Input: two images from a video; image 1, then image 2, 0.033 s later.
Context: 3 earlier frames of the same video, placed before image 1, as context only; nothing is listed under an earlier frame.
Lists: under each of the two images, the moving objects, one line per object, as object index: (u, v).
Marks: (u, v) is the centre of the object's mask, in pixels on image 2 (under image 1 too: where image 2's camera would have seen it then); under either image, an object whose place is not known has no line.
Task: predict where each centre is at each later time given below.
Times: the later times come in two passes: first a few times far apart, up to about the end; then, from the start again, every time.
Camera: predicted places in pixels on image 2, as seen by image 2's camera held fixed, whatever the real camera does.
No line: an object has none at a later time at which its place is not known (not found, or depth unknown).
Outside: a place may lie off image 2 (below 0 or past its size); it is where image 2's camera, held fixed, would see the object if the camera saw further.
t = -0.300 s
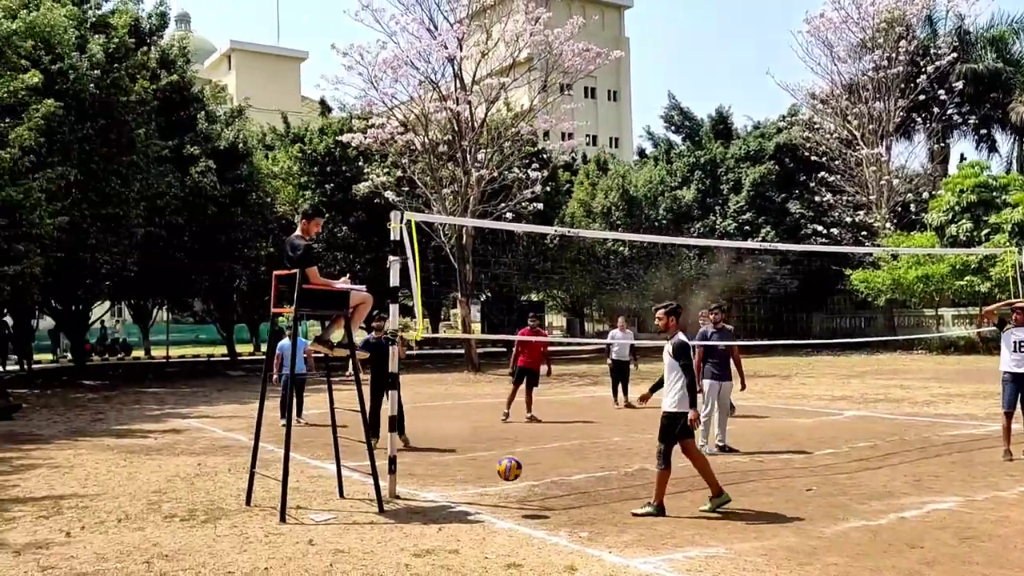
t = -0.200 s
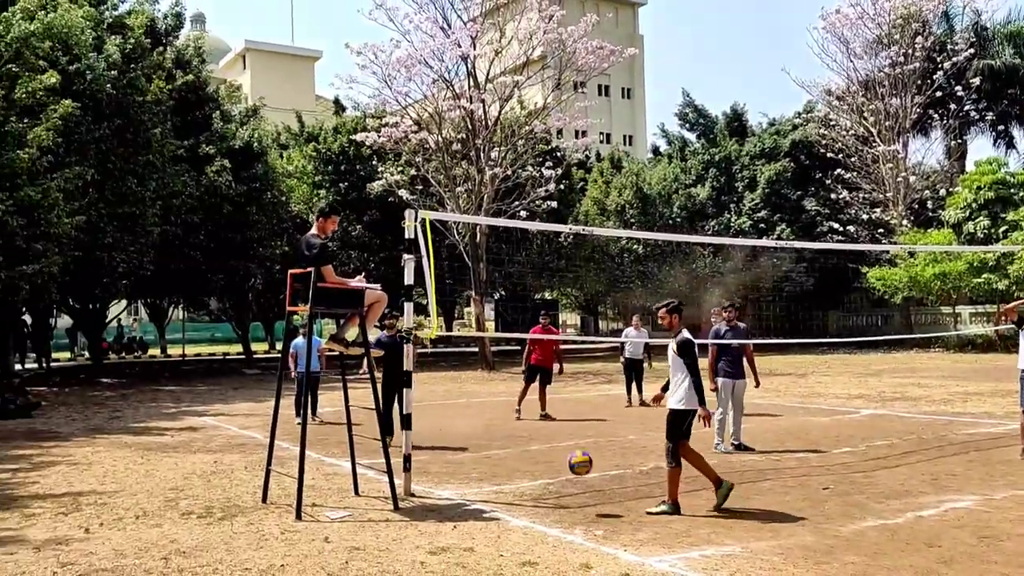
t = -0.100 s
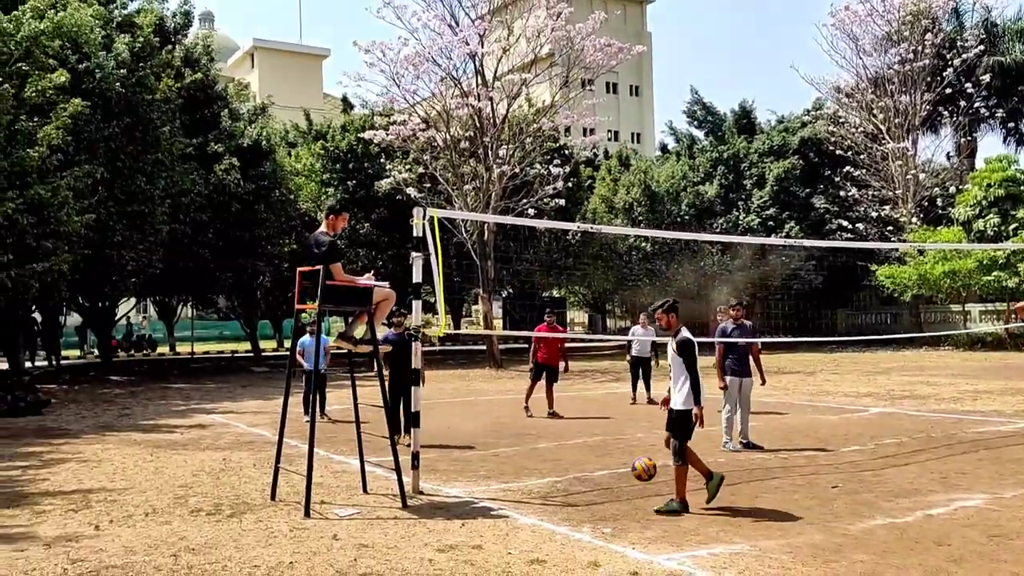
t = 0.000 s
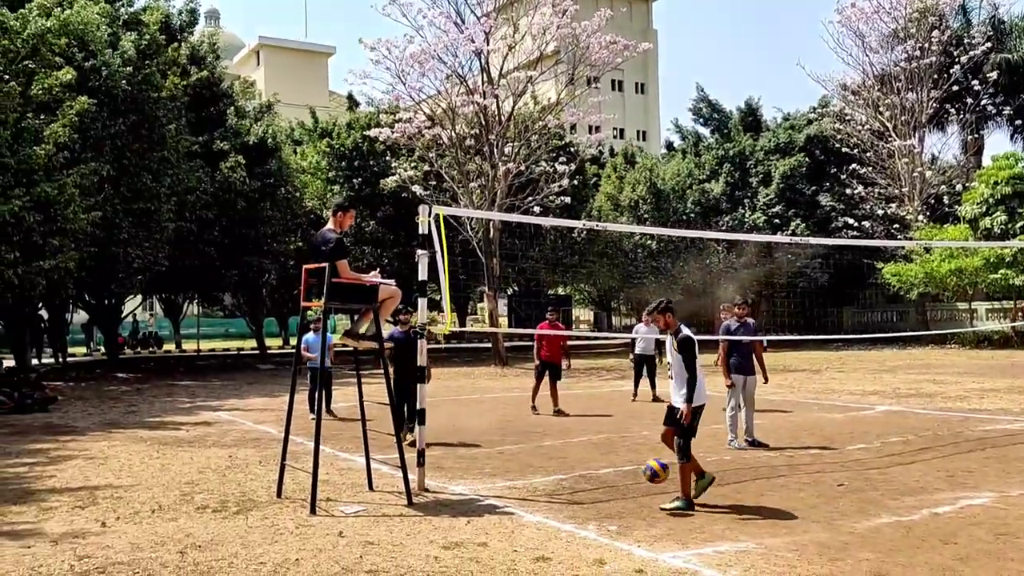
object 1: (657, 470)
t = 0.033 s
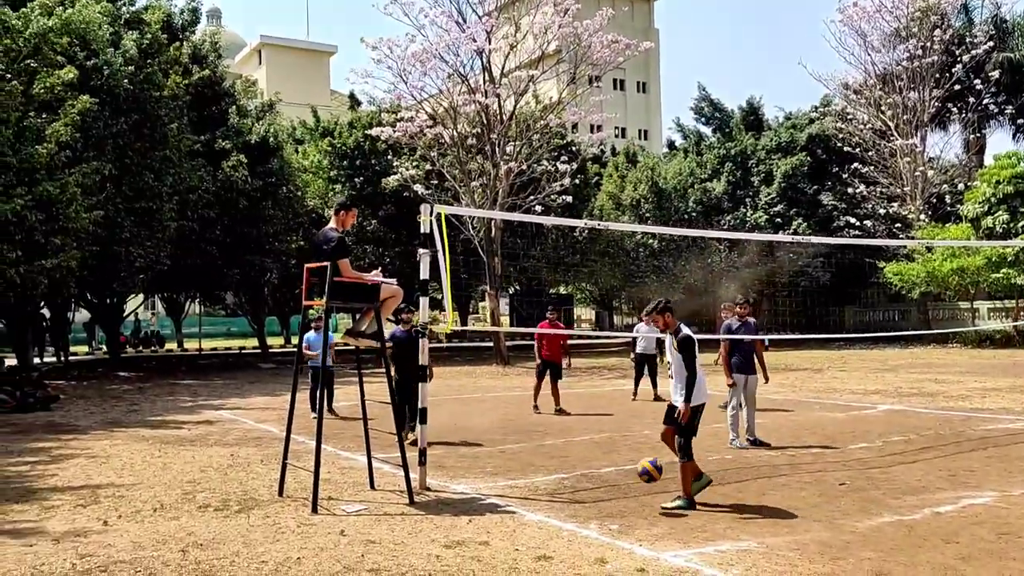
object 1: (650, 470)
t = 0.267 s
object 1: (596, 505)
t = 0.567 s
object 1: (562, 494)
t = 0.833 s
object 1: (528, 510)
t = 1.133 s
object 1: (482, 535)
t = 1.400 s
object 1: (438, 554)
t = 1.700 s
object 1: (384, 577)
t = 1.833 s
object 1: (359, 591)
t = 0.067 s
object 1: (642, 472)
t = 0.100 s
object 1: (634, 475)
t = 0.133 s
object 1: (625, 480)
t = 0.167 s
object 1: (618, 486)
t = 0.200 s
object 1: (610, 494)
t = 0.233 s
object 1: (602, 504)
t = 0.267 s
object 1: (596, 505)
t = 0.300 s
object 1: (593, 498)
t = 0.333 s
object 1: (588, 493)
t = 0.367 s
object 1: (586, 487)
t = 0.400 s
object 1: (581, 485)
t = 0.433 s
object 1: (577, 484)
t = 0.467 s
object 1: (573, 483)
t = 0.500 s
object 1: (569, 485)
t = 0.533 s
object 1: (565, 489)
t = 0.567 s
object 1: (562, 494)
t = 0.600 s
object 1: (558, 501)
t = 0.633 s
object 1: (554, 508)
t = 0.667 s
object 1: (551, 518)
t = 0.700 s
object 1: (547, 519)
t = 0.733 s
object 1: (542, 515)
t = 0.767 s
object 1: (537, 511)
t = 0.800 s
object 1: (533, 510)
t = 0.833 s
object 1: (528, 510)
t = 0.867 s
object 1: (523, 512)
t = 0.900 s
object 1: (519, 516)
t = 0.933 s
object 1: (514, 521)
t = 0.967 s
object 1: (509, 527)
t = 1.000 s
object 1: (505, 536)
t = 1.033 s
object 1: (500, 537)
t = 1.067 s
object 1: (495, 535)
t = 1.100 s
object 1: (488, 534)
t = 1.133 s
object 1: (482, 535)
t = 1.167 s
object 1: (477, 538)
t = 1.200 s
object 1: (470, 543)
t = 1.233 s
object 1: (465, 551)
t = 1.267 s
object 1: (460, 552)
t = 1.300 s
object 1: (454, 550)
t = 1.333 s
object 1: (449, 550)
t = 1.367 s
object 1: (444, 551)
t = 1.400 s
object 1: (438, 554)
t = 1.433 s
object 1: (431, 559)
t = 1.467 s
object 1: (426, 568)
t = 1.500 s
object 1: (420, 564)
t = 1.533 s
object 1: (414, 565)
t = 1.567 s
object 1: (407, 566)
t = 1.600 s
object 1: (402, 570)
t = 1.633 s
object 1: (396, 576)
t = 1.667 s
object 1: (390, 577)
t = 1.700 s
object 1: (384, 577)
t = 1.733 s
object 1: (378, 580)
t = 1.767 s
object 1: (372, 586)
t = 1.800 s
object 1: (366, 588)
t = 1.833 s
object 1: (359, 591)
